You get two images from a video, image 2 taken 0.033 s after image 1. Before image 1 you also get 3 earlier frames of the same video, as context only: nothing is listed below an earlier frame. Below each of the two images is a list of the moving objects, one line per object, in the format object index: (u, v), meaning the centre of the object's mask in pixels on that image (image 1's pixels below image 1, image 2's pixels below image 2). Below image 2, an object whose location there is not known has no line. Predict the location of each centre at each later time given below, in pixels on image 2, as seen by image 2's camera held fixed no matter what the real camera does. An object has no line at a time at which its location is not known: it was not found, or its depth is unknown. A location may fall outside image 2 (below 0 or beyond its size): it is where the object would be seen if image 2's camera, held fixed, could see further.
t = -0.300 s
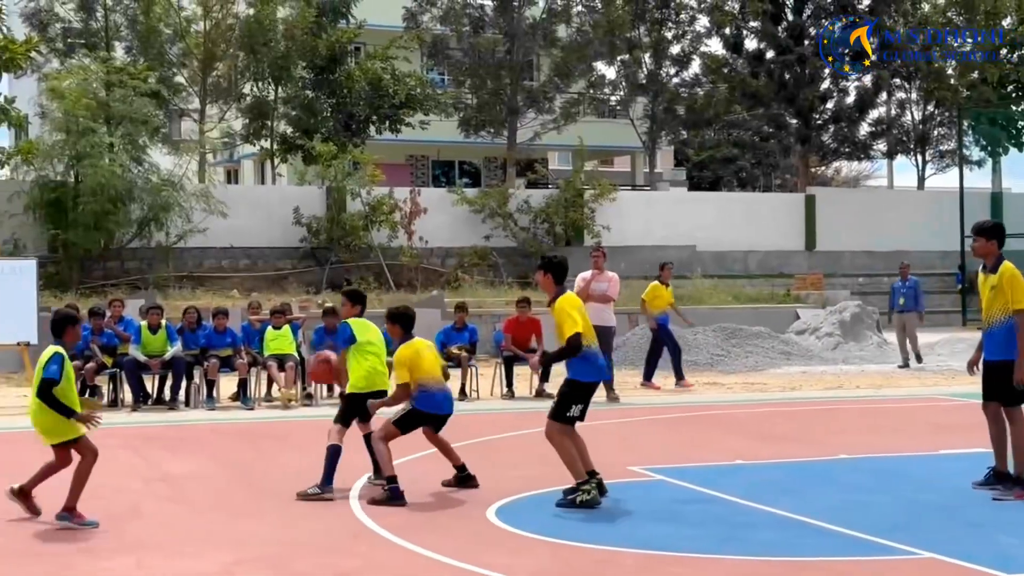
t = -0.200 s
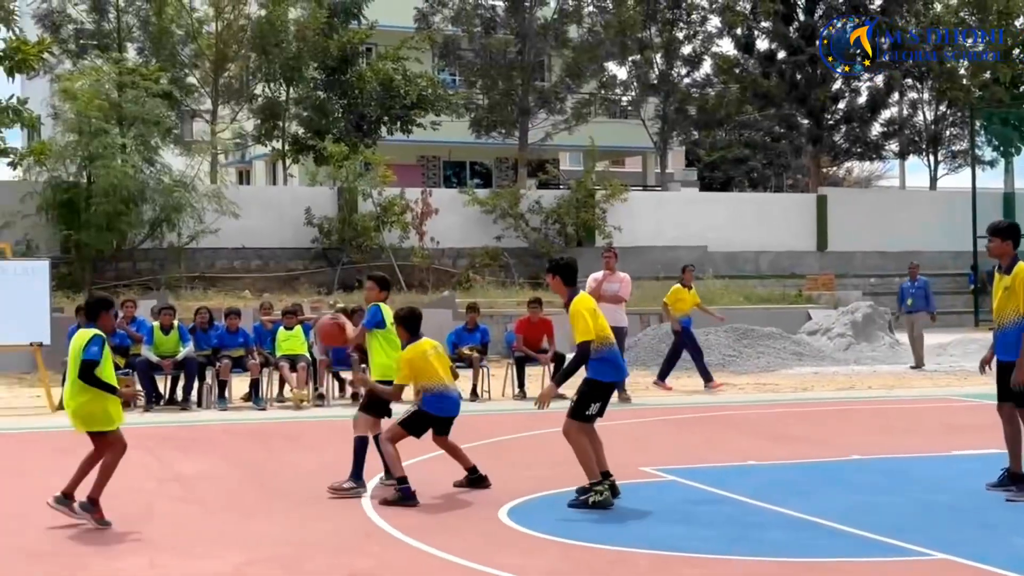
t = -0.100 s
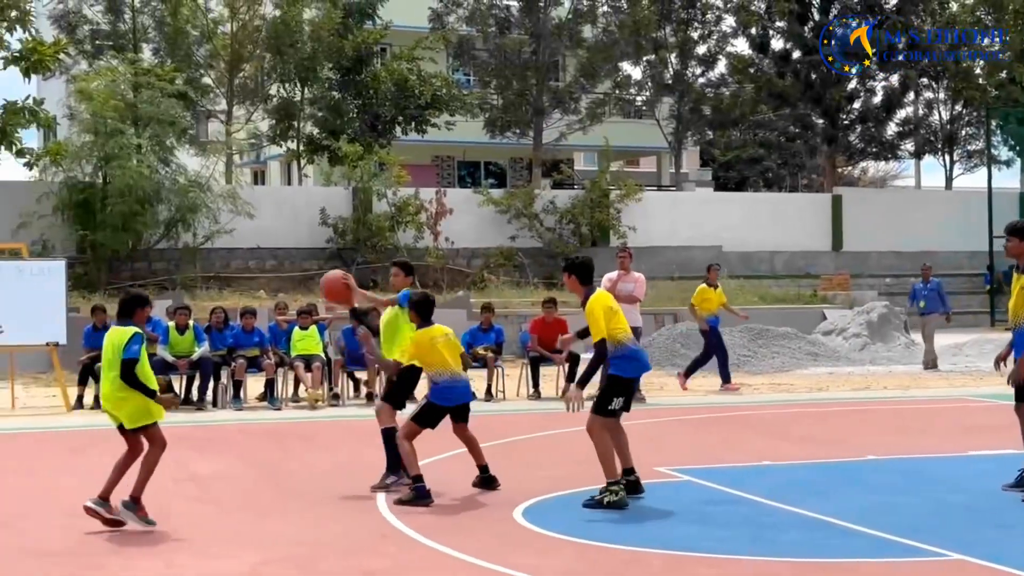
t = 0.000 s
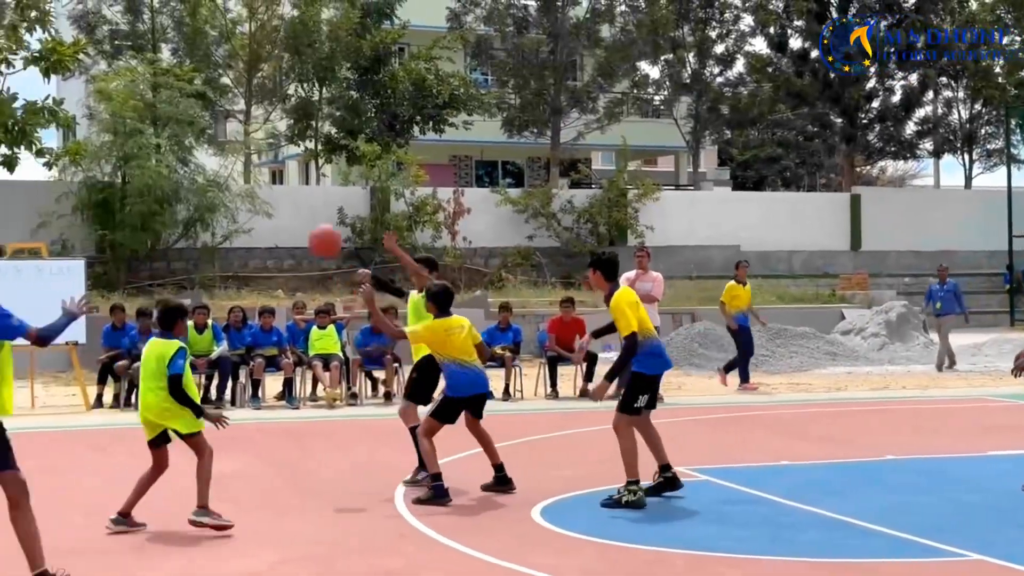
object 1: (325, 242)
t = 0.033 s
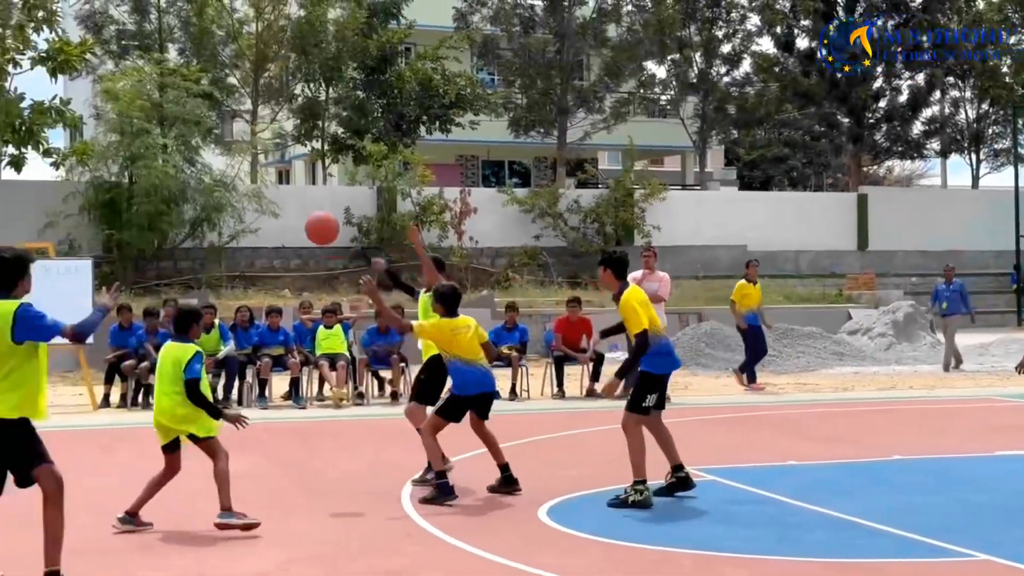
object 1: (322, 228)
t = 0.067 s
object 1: (310, 217)
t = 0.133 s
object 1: (288, 198)
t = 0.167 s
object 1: (274, 190)
